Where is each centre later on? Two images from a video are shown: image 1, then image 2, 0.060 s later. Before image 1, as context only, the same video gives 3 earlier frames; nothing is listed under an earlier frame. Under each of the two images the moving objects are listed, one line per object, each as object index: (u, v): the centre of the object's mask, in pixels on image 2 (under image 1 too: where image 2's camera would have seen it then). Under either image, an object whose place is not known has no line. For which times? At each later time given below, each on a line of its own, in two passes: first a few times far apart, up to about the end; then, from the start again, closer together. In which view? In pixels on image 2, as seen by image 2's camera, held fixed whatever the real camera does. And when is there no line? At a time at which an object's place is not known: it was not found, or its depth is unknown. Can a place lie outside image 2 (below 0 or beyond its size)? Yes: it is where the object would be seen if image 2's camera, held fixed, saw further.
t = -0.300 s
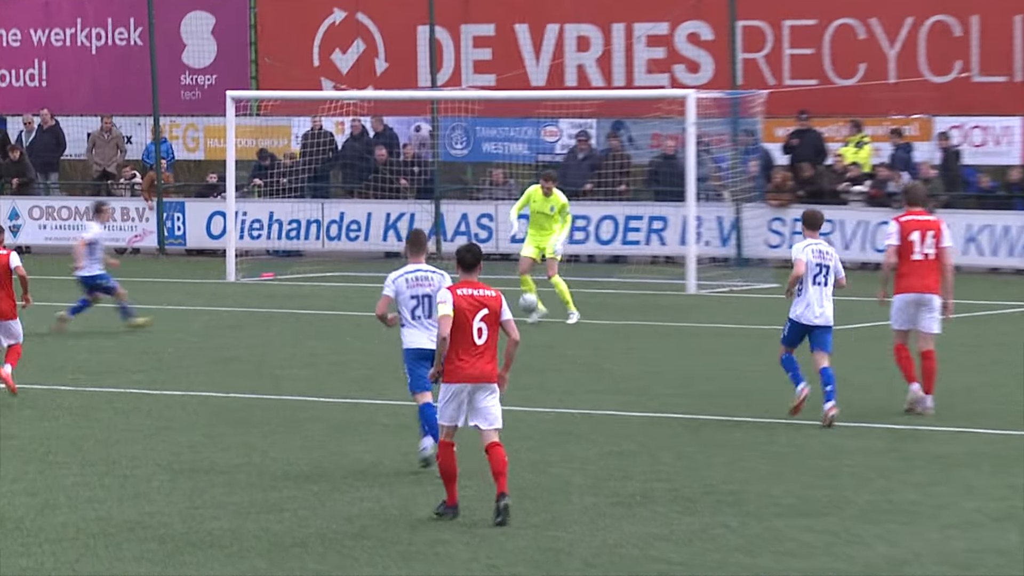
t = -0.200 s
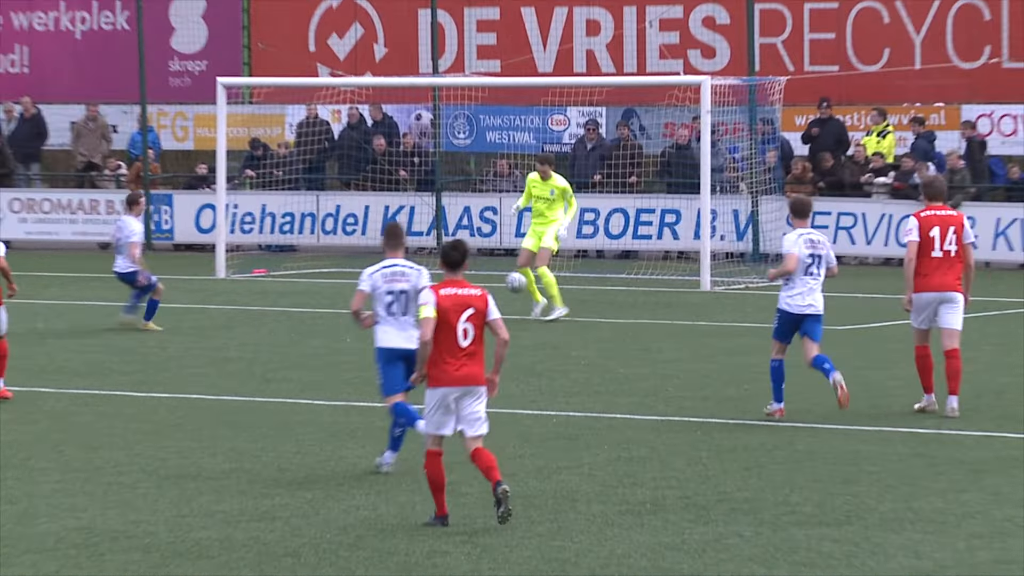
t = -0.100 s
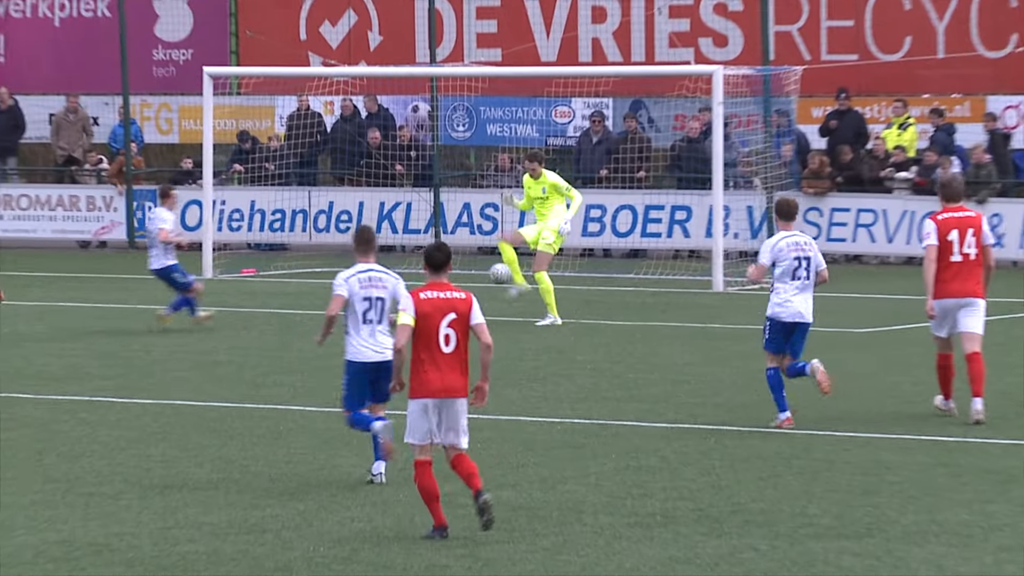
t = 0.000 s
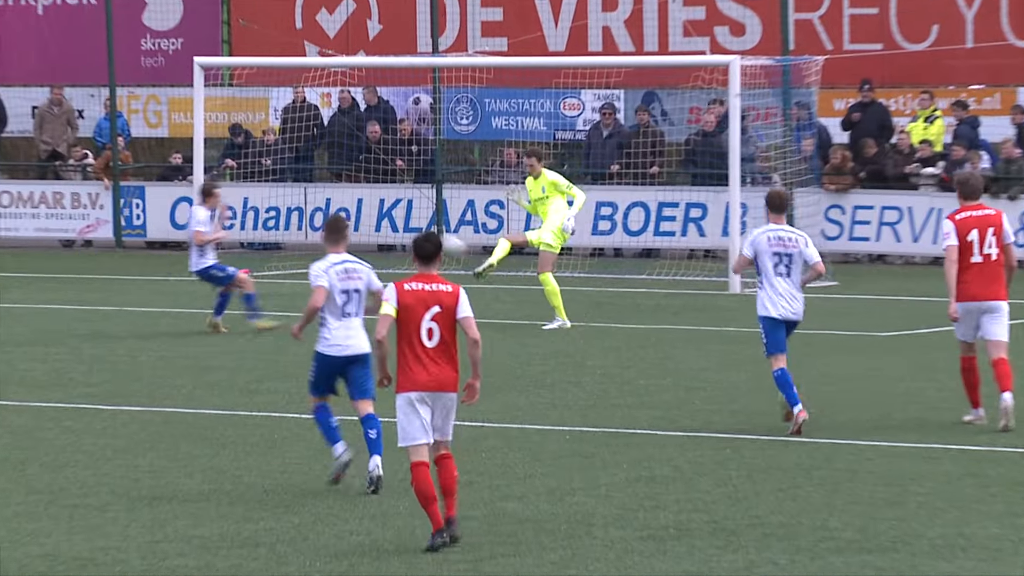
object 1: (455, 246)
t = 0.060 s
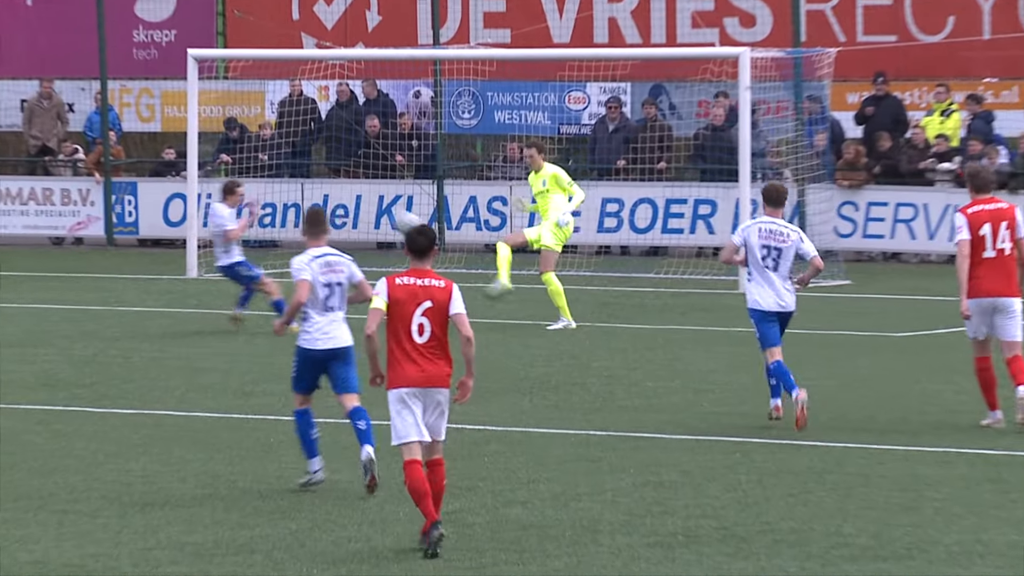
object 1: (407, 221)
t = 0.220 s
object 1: (274, 181)
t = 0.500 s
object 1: (64, 191)
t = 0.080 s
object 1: (392, 216)
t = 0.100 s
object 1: (374, 209)
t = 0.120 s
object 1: (359, 204)
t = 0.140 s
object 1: (343, 200)
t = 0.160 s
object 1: (327, 194)
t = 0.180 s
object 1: (310, 188)
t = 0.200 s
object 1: (294, 183)
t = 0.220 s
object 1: (274, 181)
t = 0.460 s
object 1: (87, 182)
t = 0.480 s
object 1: (75, 186)
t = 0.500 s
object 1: (64, 191)
